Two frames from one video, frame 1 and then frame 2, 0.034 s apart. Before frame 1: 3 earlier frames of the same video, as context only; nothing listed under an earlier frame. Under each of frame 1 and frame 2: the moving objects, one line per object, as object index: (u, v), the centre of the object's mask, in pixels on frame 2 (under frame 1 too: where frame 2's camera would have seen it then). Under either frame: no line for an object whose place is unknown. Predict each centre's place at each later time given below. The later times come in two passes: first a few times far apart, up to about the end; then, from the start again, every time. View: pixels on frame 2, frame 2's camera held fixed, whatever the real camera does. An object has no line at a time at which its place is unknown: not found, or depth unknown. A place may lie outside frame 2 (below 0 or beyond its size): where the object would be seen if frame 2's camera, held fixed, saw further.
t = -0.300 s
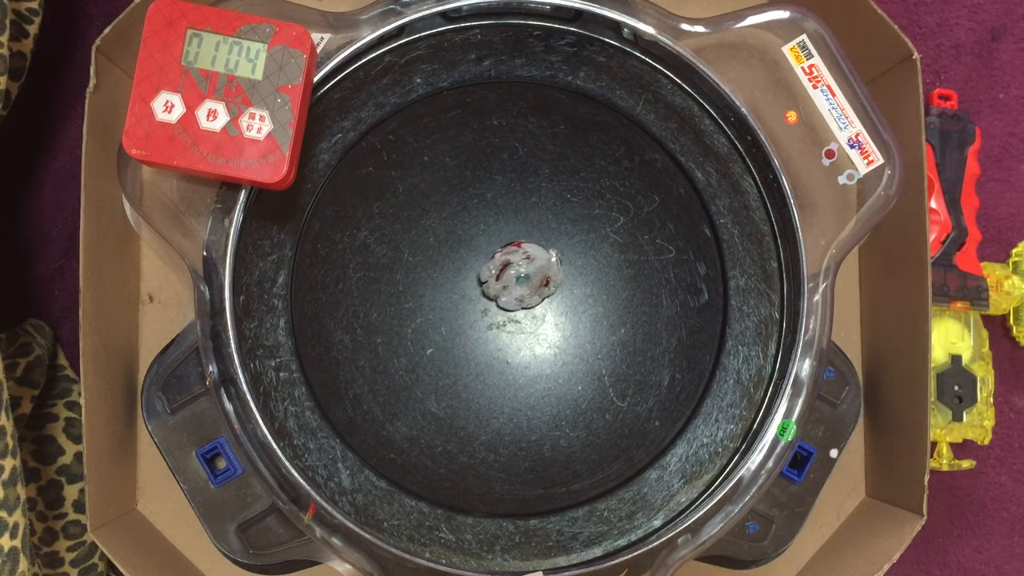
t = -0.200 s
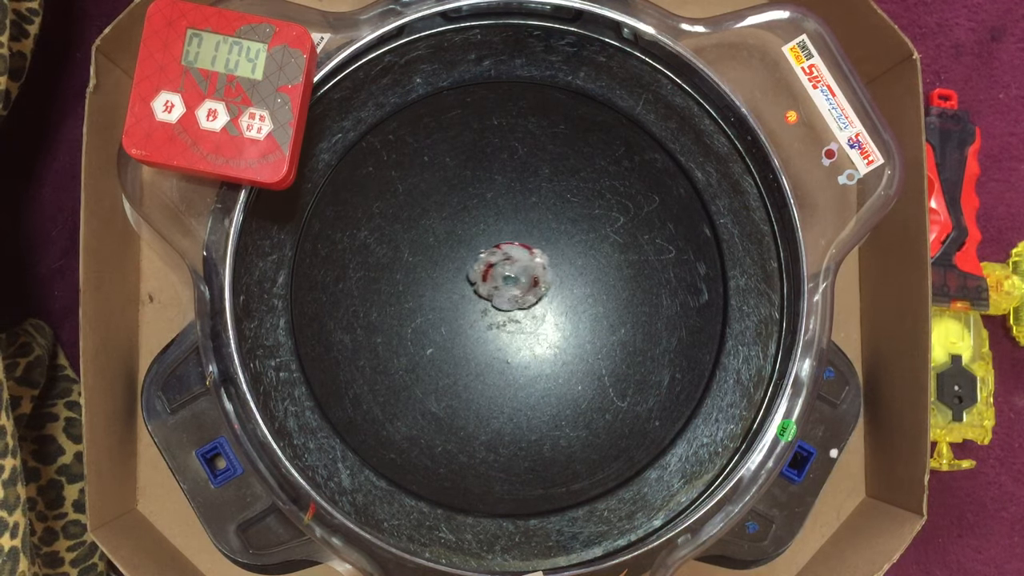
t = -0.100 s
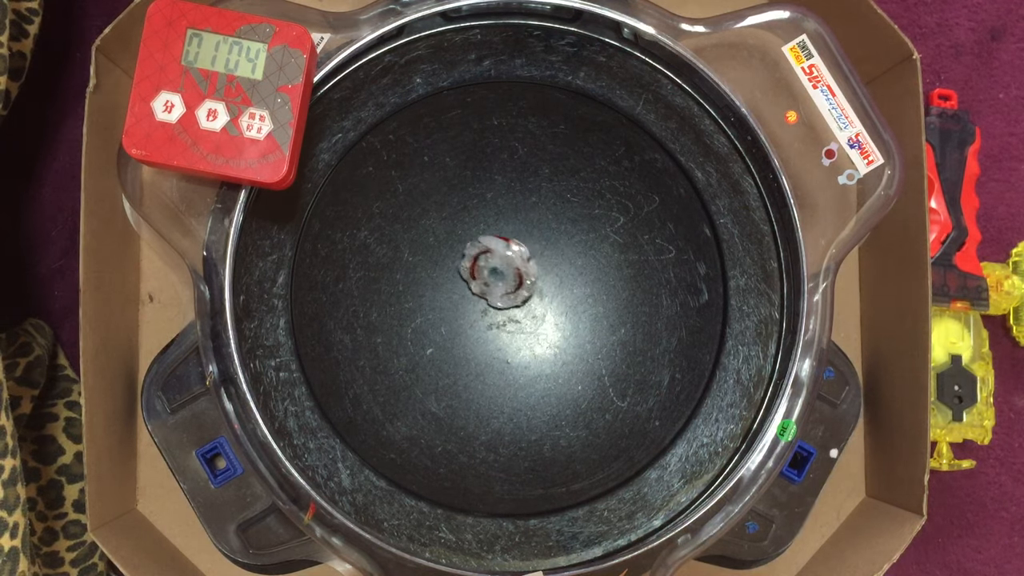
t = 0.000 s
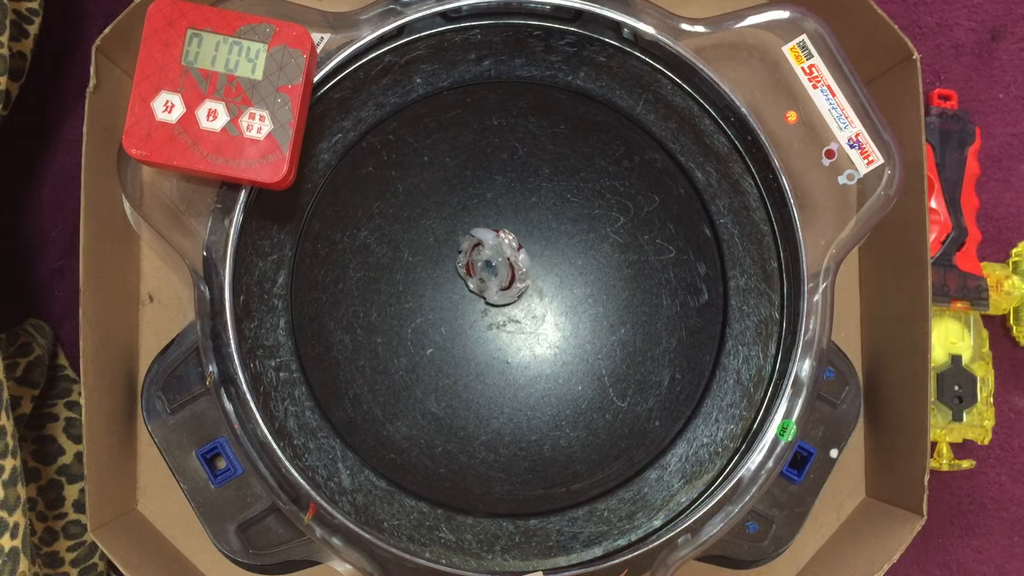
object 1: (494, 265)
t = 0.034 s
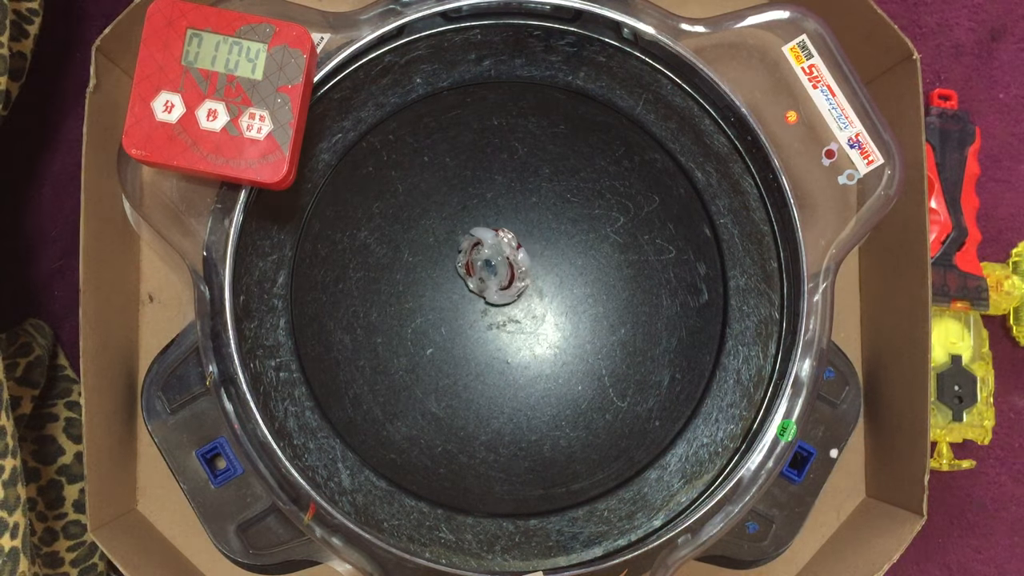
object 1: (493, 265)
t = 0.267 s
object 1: (508, 275)
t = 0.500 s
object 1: (520, 276)
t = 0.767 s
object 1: (503, 274)
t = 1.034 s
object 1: (500, 272)
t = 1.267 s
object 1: (511, 276)
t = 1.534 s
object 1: (499, 272)
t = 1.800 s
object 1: (507, 276)
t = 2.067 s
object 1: (501, 274)
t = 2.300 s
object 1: (504, 275)
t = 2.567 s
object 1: (502, 274)
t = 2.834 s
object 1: (505, 276)
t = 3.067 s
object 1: (504, 275)
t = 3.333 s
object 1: (504, 275)
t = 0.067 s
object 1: (493, 265)
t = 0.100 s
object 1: (494, 266)
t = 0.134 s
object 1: (495, 268)
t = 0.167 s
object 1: (498, 270)
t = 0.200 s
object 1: (501, 272)
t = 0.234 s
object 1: (504, 274)
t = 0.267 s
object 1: (508, 275)
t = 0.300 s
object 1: (511, 276)
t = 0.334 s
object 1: (514, 276)
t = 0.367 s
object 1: (516, 276)
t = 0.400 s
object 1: (517, 276)
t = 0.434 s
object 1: (519, 276)
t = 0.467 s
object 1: (520, 276)
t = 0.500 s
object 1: (520, 276)
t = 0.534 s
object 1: (519, 276)
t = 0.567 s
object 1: (518, 276)
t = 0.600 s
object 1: (516, 276)
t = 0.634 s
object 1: (514, 276)
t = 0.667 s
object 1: (512, 276)
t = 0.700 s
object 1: (509, 276)
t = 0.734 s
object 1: (506, 275)
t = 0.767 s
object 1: (503, 274)
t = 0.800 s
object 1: (500, 273)
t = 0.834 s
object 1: (498, 271)
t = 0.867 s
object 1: (497, 270)
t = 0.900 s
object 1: (496, 269)
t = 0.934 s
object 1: (496, 269)
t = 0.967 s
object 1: (497, 270)
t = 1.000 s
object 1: (498, 271)
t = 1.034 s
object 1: (500, 272)
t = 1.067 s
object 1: (503, 274)
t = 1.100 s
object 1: (506, 275)
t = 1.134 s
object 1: (508, 276)
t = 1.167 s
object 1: (509, 276)
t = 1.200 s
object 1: (511, 276)
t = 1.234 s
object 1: (511, 276)
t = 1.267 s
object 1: (511, 276)
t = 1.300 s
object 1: (511, 276)
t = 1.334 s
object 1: (510, 276)
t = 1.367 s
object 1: (509, 276)
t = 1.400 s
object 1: (507, 276)
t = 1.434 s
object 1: (505, 275)
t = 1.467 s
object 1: (502, 274)
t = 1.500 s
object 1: (500, 273)
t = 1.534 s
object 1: (499, 272)
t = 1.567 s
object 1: (498, 271)
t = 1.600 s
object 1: (498, 271)
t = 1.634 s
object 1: (498, 271)
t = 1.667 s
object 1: (500, 272)
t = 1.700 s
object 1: (501, 273)
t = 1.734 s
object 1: (503, 275)
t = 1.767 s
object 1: (506, 276)
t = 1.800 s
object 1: (507, 276)
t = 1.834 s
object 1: (508, 276)
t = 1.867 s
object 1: (508, 276)
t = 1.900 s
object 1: (508, 276)
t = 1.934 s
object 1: (508, 276)
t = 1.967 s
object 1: (506, 276)
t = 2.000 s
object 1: (505, 275)
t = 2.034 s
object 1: (503, 275)
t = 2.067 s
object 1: (501, 274)
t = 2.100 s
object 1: (500, 273)
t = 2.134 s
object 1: (500, 273)
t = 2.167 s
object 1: (500, 273)
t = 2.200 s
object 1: (500, 273)
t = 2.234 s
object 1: (501, 273)
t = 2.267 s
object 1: (502, 274)
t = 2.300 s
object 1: (504, 275)
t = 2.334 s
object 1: (505, 276)
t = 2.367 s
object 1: (506, 276)
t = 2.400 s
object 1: (506, 276)
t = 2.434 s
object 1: (506, 276)
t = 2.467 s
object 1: (505, 276)
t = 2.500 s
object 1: (504, 275)
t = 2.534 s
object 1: (503, 275)
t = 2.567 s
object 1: (502, 274)
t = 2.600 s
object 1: (501, 274)
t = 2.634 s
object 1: (501, 274)
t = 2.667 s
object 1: (502, 274)
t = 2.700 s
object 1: (503, 275)
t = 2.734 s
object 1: (504, 275)
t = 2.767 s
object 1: (505, 276)
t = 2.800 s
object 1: (505, 276)
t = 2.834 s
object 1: (505, 276)
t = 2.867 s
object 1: (505, 276)
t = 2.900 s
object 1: (504, 275)
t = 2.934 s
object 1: (503, 275)
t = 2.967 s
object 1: (502, 274)
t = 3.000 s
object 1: (503, 275)
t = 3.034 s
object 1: (503, 275)
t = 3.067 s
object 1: (504, 275)
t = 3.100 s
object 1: (504, 275)
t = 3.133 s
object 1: (504, 275)
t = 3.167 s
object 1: (504, 275)
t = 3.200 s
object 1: (503, 275)
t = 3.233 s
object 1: (503, 275)
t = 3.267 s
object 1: (504, 275)
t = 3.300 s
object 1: (504, 275)
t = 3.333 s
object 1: (504, 275)
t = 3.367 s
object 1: (503, 275)
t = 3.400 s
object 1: (503, 275)
